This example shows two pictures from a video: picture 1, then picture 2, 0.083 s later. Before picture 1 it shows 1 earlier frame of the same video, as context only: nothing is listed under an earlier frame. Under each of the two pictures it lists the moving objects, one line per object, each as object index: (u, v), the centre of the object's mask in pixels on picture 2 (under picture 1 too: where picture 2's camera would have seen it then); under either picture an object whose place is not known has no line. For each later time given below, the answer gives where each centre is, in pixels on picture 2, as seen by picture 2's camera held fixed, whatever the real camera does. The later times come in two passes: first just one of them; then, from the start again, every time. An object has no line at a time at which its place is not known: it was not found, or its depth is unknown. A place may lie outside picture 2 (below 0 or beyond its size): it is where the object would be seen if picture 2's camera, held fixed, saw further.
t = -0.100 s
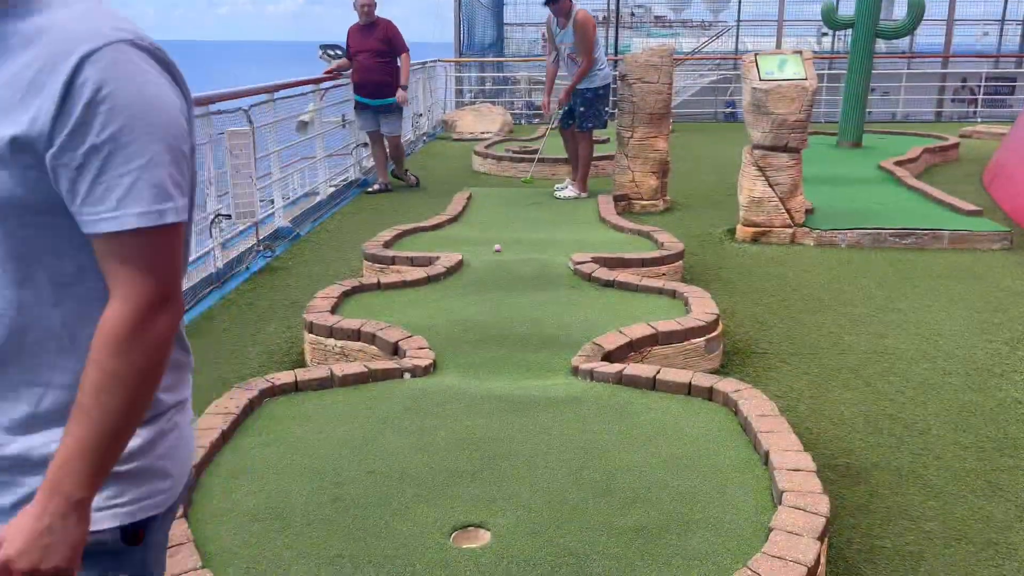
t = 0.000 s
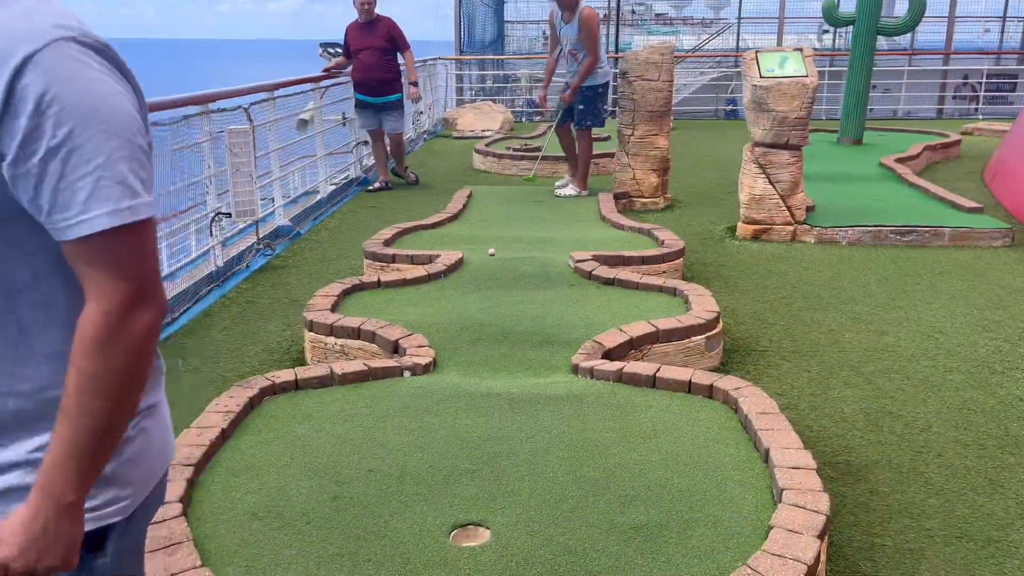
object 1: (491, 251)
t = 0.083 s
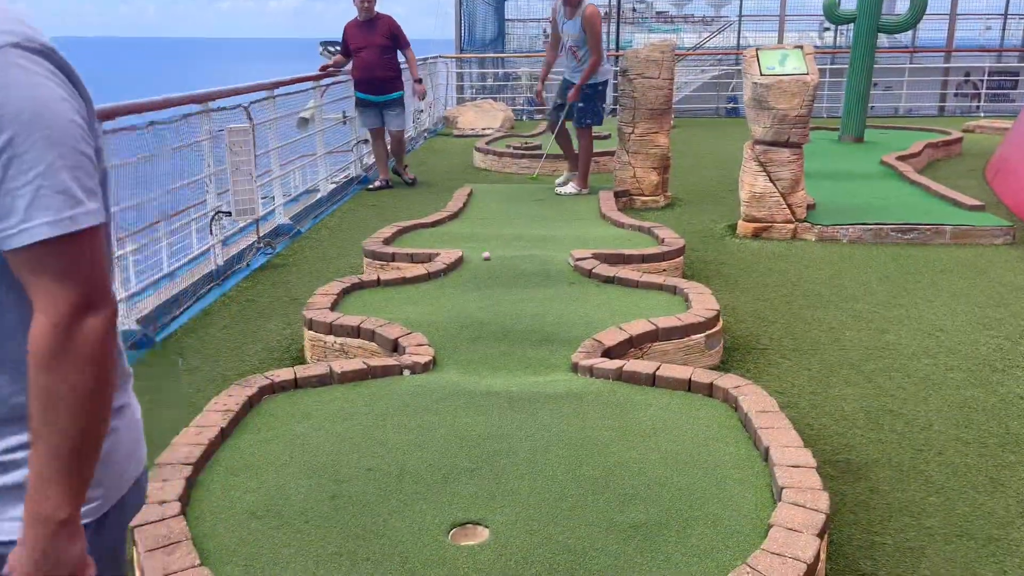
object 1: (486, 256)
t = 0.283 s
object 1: (469, 294)
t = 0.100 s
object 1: (485, 259)
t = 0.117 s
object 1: (484, 261)
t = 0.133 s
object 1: (482, 263)
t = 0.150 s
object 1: (481, 266)
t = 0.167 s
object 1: (480, 269)
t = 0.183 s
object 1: (478, 273)
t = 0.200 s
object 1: (477, 277)
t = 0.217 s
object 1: (475, 281)
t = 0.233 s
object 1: (474, 285)
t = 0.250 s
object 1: (472, 289)
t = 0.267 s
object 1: (471, 292)
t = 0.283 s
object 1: (469, 294)
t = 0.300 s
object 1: (468, 297)
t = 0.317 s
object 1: (466, 300)
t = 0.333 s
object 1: (465, 302)
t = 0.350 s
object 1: (463, 305)
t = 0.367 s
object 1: (462, 308)
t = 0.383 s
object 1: (459, 312)
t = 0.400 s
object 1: (457, 314)
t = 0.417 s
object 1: (456, 318)
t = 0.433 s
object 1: (454, 322)
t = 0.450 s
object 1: (452, 327)
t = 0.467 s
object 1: (450, 332)
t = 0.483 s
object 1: (448, 338)
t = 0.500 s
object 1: (446, 343)
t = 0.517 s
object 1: (444, 348)
